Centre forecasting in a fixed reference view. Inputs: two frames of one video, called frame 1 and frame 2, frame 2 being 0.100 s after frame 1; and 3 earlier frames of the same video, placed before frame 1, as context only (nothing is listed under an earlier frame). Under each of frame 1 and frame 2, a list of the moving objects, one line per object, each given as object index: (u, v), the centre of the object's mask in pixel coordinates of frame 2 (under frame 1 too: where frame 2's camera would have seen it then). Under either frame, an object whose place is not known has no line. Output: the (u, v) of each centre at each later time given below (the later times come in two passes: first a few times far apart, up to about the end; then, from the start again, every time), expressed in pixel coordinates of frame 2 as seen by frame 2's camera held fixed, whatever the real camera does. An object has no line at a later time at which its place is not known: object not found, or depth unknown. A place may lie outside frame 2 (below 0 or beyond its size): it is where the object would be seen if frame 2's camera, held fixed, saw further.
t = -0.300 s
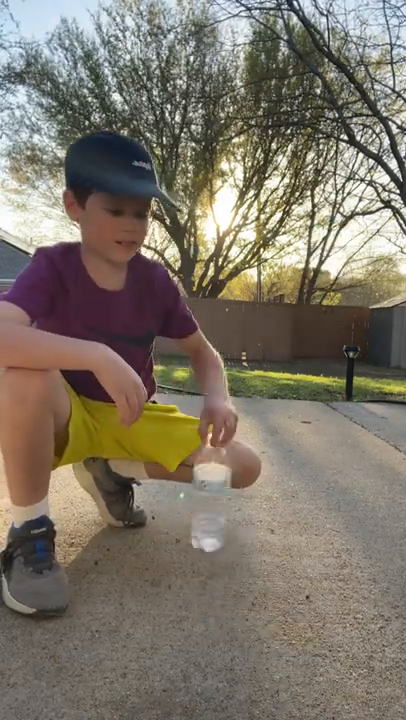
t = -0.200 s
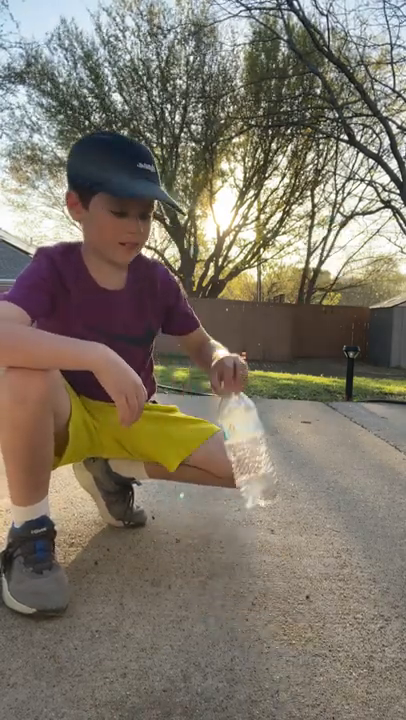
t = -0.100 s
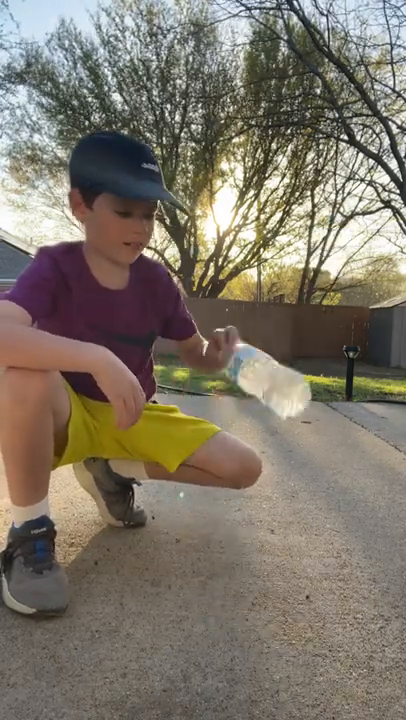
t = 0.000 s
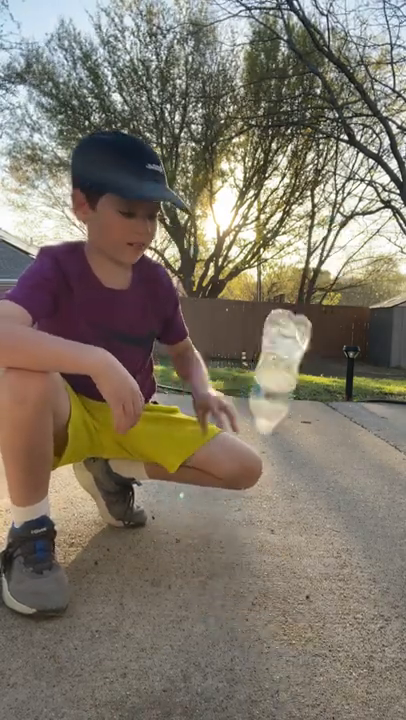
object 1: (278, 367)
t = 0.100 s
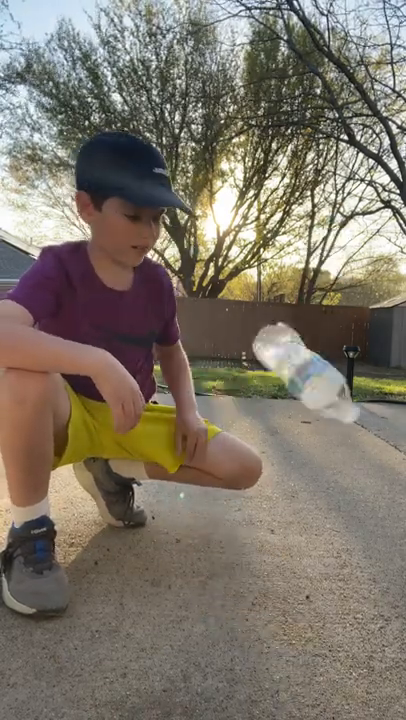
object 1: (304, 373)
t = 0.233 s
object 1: (281, 439)
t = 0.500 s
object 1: (251, 558)
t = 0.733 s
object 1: (229, 571)
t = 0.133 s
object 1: (304, 375)
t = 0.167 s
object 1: (297, 384)
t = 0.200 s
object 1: (289, 406)
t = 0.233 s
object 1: (281, 439)
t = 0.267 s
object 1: (274, 480)
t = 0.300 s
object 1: (268, 528)
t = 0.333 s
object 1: (262, 566)
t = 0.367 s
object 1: (260, 564)
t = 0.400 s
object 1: (259, 562)
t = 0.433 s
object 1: (257, 561)
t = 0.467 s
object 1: (253, 558)
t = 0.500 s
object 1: (251, 558)
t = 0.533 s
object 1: (248, 558)
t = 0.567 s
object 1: (246, 560)
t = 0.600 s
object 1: (241, 558)
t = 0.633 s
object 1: (240, 564)
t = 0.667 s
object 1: (236, 567)
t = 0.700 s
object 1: (231, 568)
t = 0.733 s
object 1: (229, 571)
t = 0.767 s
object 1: (229, 569)
